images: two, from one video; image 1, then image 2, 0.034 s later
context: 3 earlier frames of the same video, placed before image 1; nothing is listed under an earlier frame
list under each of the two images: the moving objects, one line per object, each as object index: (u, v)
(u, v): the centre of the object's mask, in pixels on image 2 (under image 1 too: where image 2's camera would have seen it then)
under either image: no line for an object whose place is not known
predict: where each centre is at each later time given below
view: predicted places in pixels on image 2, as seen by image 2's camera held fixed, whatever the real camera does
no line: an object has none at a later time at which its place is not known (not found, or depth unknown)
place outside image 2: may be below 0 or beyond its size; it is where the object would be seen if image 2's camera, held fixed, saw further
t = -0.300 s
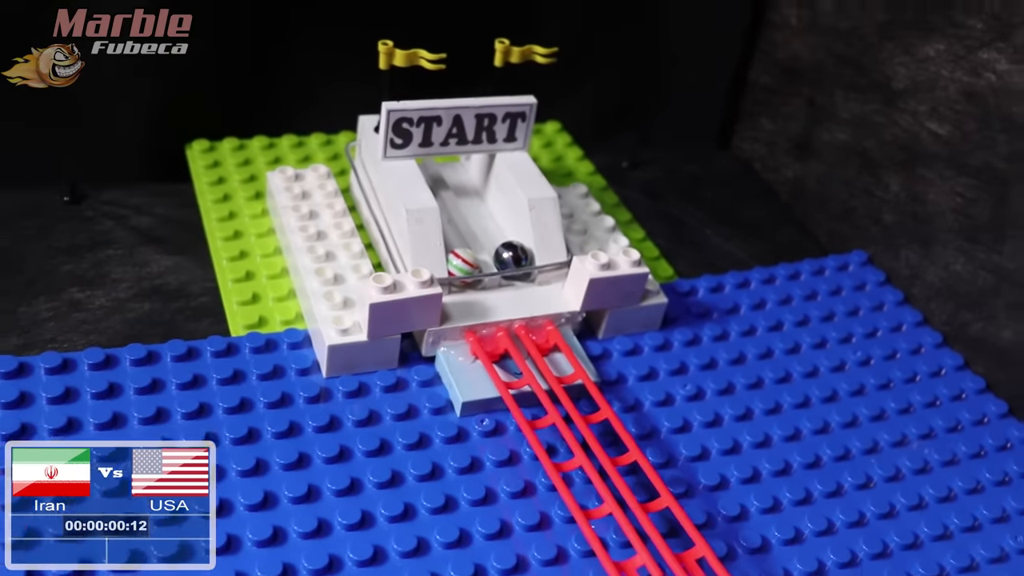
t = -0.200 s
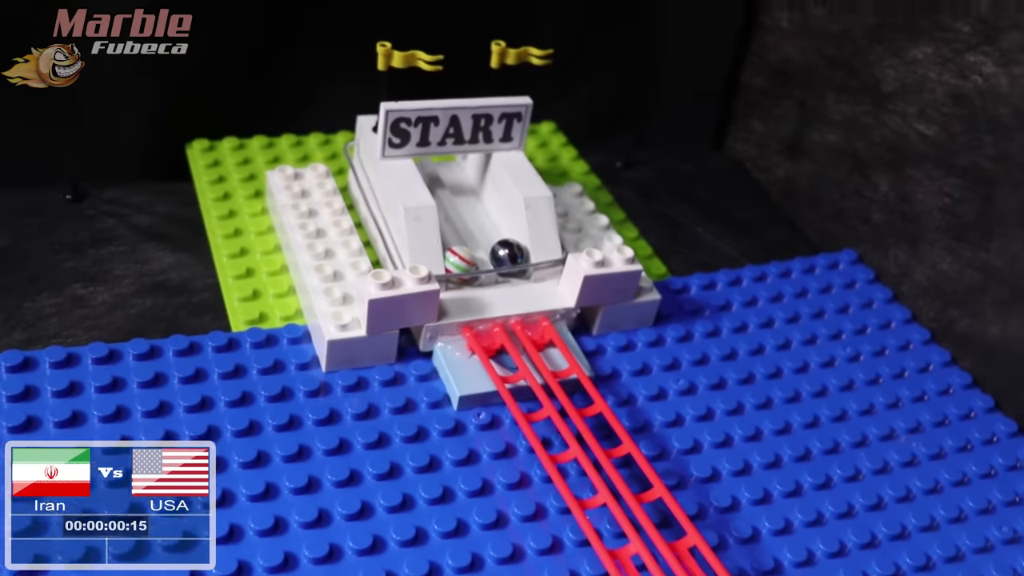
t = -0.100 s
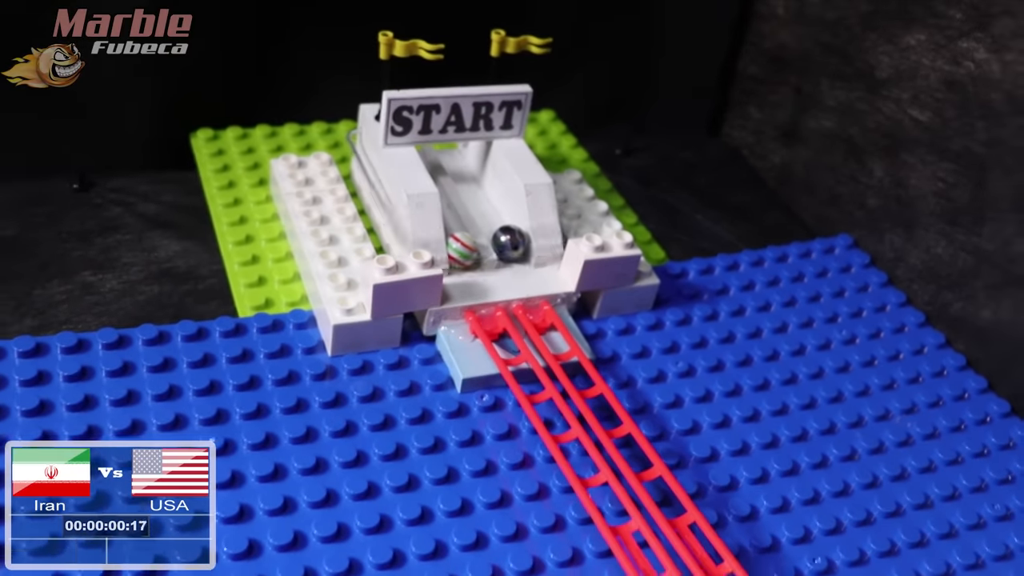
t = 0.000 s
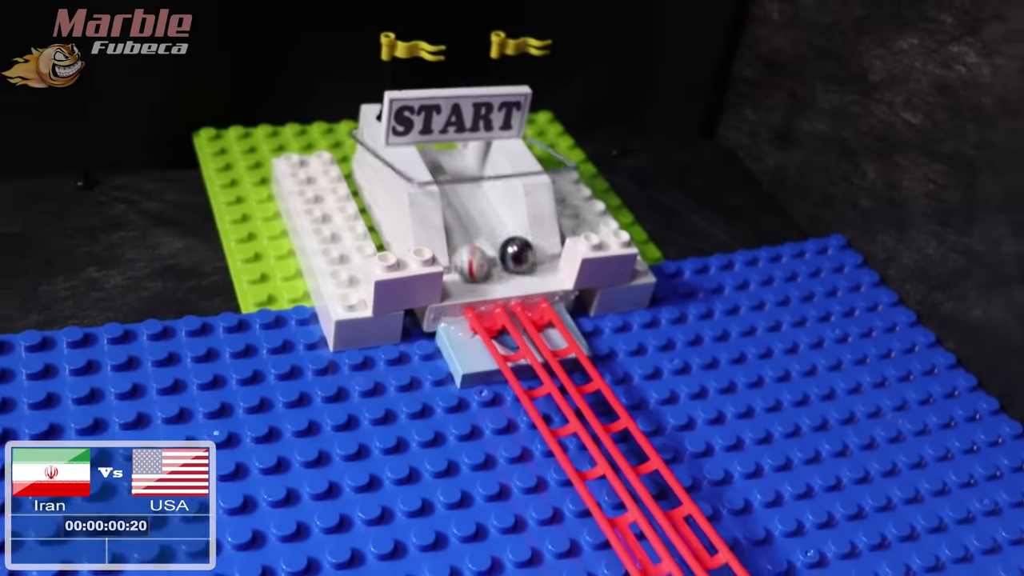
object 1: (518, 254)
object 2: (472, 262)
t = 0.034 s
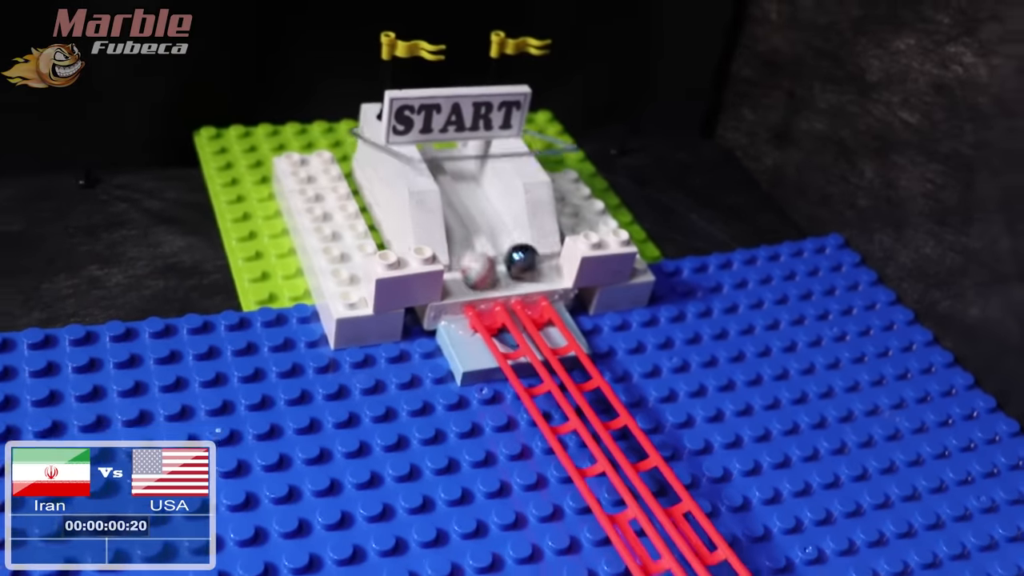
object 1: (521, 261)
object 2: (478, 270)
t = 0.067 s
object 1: (529, 272)
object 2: (487, 278)
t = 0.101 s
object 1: (538, 290)
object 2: (496, 302)
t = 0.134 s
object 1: (548, 313)
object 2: (498, 315)
